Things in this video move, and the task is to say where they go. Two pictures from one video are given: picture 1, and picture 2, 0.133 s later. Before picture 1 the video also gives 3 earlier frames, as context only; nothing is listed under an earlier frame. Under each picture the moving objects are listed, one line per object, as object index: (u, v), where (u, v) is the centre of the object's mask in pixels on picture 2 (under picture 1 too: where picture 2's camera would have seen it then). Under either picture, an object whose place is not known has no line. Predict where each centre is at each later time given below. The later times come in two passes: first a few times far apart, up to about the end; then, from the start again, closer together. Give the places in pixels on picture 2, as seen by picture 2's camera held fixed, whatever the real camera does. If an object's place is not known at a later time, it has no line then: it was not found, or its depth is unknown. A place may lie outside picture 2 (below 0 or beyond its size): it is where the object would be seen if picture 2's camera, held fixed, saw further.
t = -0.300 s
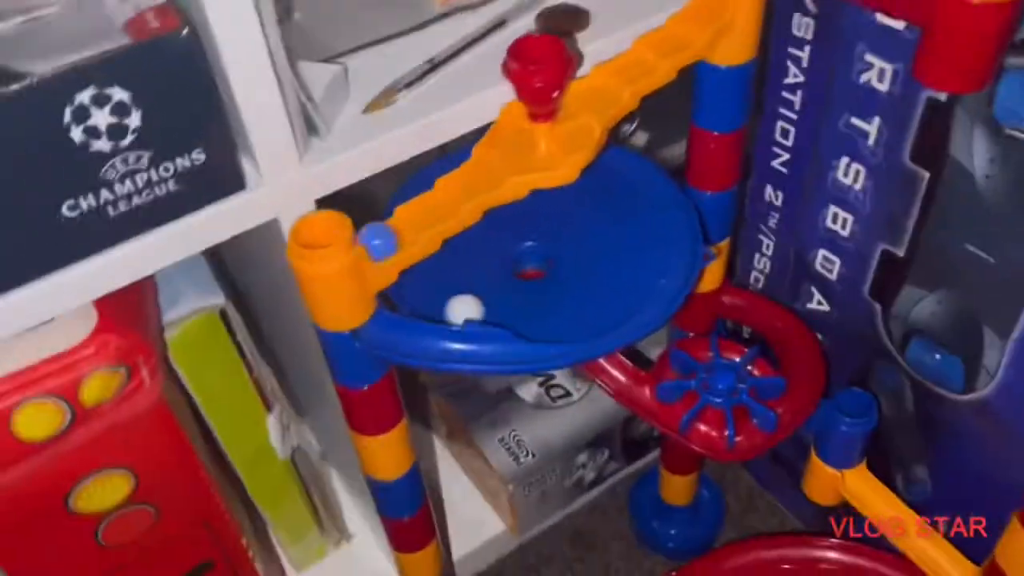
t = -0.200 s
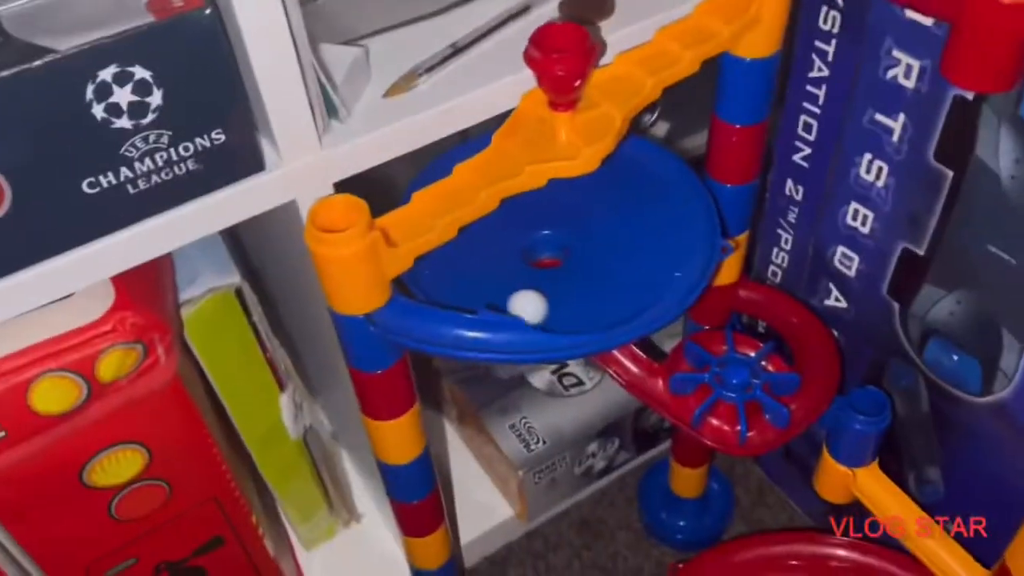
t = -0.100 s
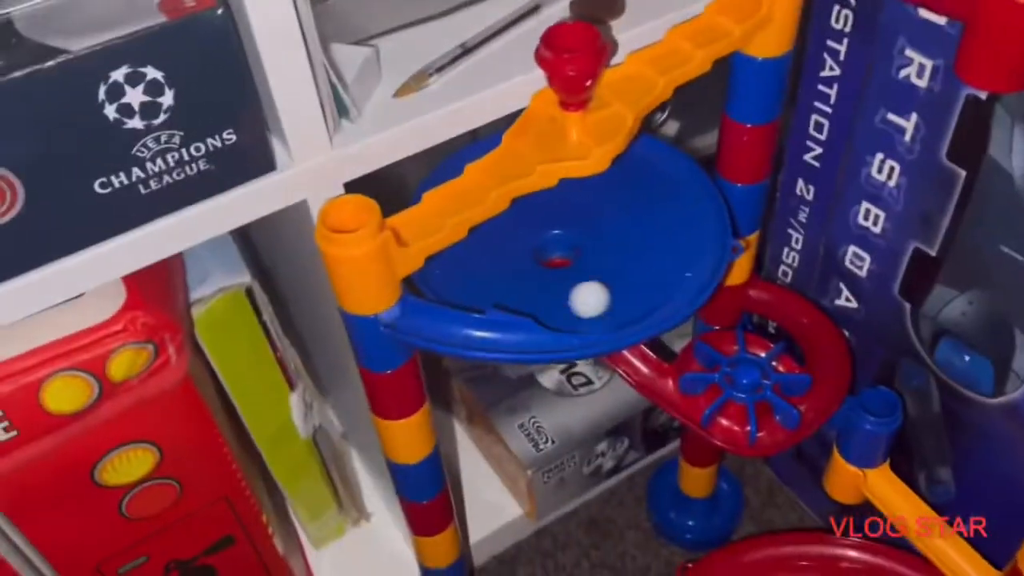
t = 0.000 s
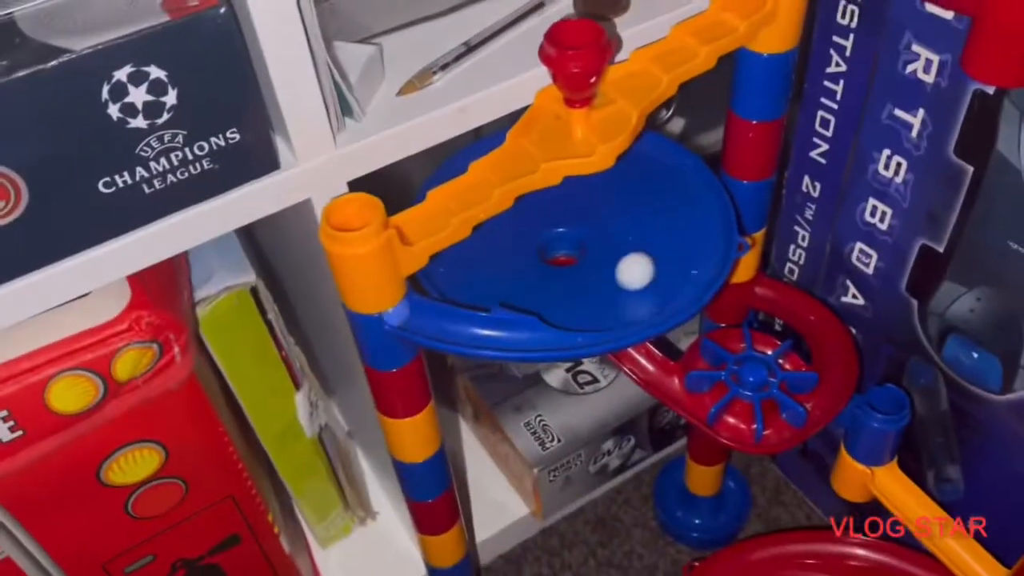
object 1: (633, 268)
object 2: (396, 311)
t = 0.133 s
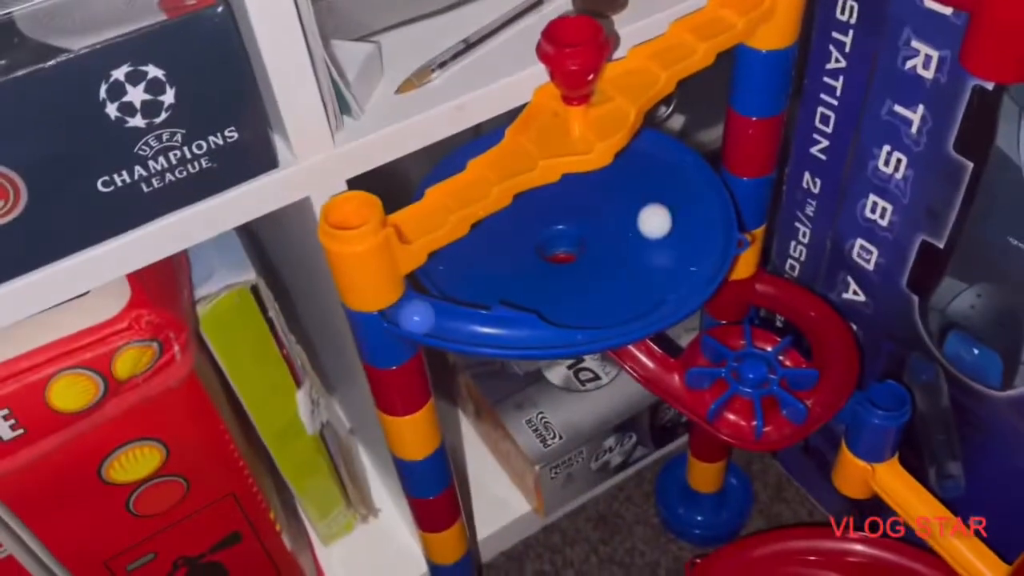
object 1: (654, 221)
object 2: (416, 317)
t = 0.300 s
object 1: (624, 174)
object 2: (507, 333)
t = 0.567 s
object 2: (710, 249)
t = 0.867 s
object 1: (459, 248)
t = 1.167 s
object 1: (562, 284)
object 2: (438, 264)
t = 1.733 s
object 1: (560, 186)
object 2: (679, 171)
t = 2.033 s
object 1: (476, 240)
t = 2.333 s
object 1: (557, 272)
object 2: (441, 252)
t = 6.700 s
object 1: (526, 243)
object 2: (617, 217)
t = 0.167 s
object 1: (652, 210)
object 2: (429, 320)
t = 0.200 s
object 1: (648, 199)
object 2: (443, 324)
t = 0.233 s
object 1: (642, 190)
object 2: (461, 327)
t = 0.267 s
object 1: (633, 181)
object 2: (483, 331)
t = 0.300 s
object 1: (624, 174)
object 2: (507, 333)
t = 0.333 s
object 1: (615, 171)
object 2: (534, 334)
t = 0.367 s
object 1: (604, 171)
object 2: (562, 331)
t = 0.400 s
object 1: (589, 173)
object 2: (591, 327)
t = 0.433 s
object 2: (620, 319)
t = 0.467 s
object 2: (650, 308)
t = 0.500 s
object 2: (677, 295)
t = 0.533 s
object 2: (696, 273)
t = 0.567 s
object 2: (710, 249)
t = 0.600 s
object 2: (713, 226)
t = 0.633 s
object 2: (709, 206)
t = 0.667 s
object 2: (699, 184)
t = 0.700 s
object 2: (684, 168)
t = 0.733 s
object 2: (664, 153)
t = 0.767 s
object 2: (644, 144)
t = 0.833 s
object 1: (459, 242)
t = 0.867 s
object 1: (459, 248)
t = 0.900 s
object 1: (460, 253)
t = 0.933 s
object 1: (466, 260)
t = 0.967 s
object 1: (474, 267)
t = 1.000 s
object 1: (485, 274)
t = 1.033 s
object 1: (497, 279)
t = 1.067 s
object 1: (512, 283)
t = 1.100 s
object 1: (528, 286)
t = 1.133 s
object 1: (545, 286)
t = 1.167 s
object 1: (562, 284)
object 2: (438, 264)
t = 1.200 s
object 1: (579, 280)
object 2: (445, 277)
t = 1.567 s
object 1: (622, 189)
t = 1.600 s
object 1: (612, 185)
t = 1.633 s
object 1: (600, 182)
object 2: (695, 215)
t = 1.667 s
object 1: (587, 182)
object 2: (693, 200)
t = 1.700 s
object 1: (574, 183)
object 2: (688, 185)
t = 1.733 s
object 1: (560, 186)
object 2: (679, 171)
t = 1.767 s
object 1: (545, 191)
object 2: (669, 160)
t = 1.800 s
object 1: (531, 195)
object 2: (656, 150)
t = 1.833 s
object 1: (521, 200)
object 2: (643, 143)
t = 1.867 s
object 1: (510, 207)
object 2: (632, 145)
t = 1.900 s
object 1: (498, 215)
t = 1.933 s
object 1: (490, 221)
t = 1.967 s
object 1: (484, 227)
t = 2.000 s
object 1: (479, 234)
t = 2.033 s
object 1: (476, 240)
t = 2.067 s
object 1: (476, 246)
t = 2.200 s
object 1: (501, 269)
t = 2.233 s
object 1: (513, 273)
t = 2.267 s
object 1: (527, 274)
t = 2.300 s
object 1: (541, 274)
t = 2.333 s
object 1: (557, 272)
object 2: (441, 252)
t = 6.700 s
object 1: (526, 243)
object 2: (617, 217)
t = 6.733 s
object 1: (530, 247)
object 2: (616, 208)
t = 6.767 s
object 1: (536, 250)
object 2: (610, 199)
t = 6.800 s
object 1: (543, 252)
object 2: (606, 193)
